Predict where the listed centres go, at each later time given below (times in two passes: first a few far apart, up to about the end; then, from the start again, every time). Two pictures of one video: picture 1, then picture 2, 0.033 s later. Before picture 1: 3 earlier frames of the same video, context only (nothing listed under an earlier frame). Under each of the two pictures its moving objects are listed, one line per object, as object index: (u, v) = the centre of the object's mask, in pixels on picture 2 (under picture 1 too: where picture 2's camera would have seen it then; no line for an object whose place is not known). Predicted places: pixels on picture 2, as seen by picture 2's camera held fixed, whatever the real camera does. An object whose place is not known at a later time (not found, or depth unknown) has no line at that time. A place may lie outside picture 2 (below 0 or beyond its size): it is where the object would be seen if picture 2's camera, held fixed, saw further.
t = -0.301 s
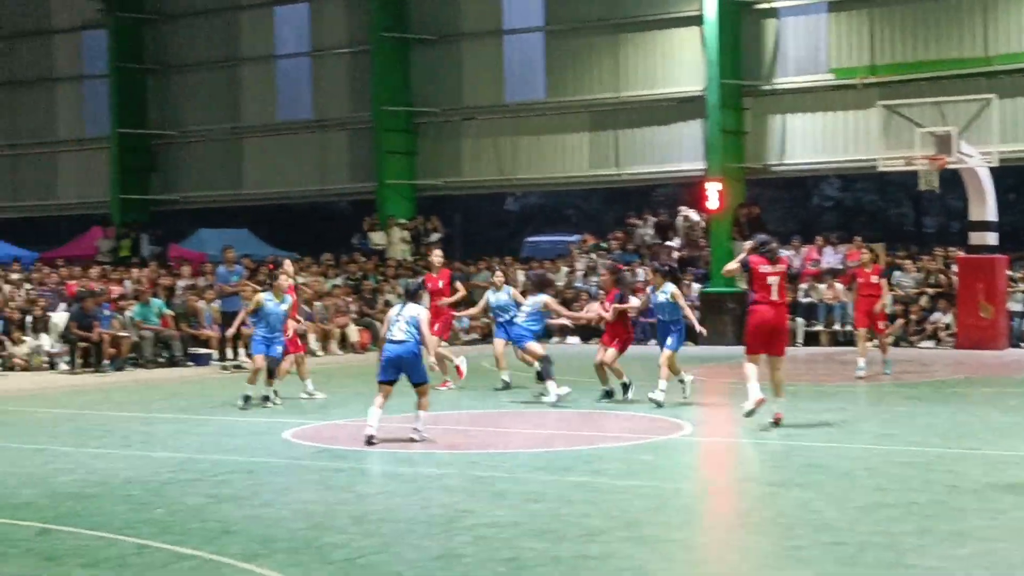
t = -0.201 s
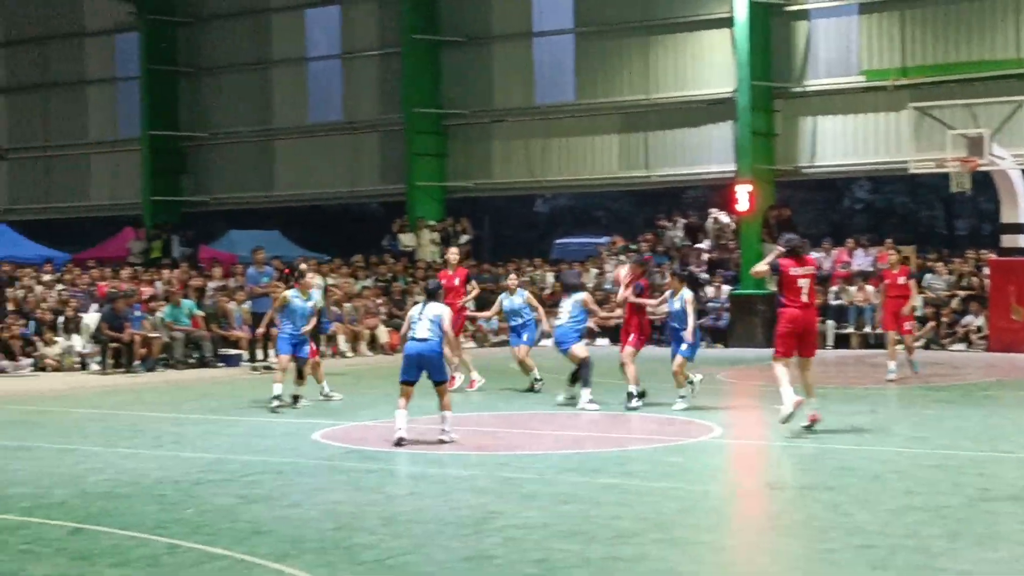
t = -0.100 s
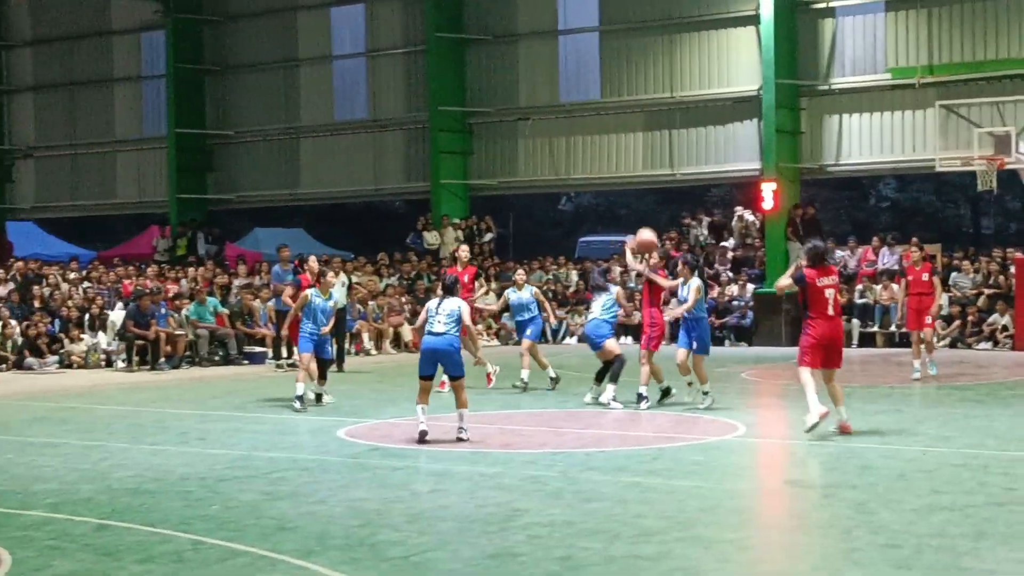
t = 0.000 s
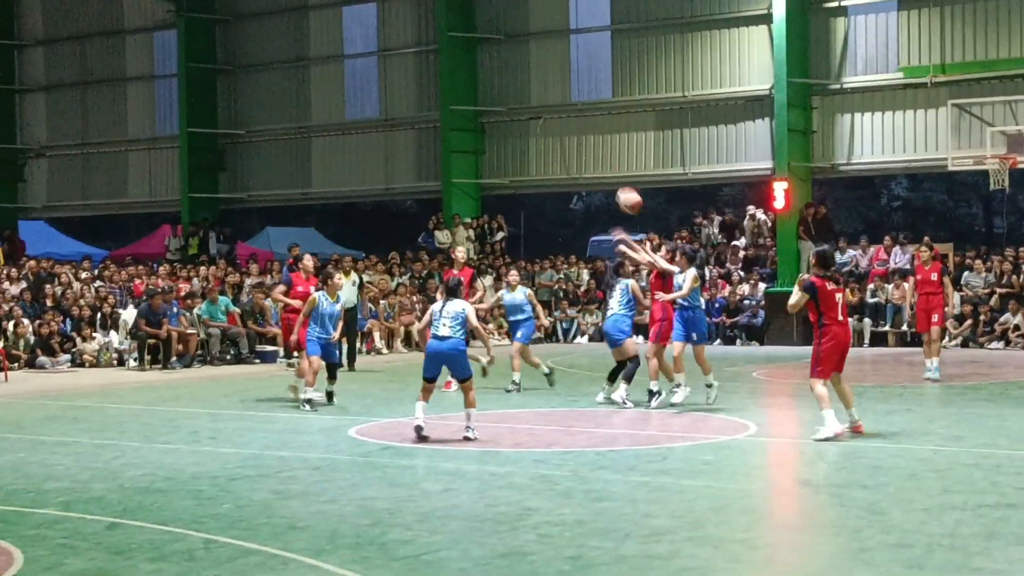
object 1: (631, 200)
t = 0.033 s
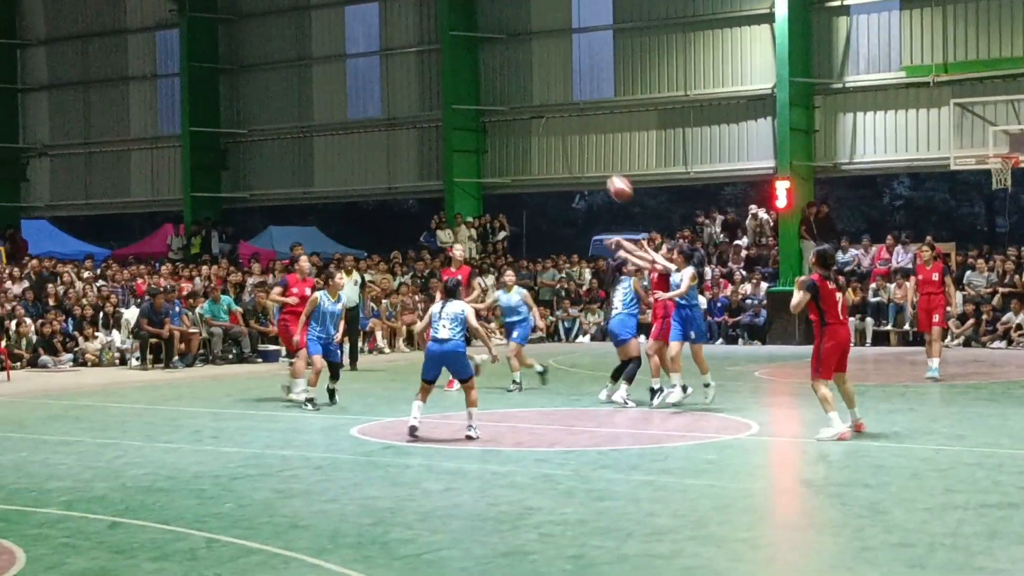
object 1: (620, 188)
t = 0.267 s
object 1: (539, 134)
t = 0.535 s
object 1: (446, 137)
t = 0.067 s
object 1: (608, 177)
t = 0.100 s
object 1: (596, 166)
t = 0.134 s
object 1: (584, 157)
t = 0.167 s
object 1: (573, 150)
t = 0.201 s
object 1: (562, 143)
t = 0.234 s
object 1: (551, 138)
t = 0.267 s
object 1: (539, 134)
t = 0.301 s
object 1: (527, 131)
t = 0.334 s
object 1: (516, 128)
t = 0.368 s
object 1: (505, 127)
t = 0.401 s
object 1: (493, 127)
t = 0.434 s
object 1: (481, 128)
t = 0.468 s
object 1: (469, 130)
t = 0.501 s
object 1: (458, 133)
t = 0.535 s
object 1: (446, 137)
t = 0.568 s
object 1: (435, 142)
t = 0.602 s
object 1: (424, 148)
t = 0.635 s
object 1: (413, 154)
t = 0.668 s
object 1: (401, 163)
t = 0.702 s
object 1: (388, 173)
